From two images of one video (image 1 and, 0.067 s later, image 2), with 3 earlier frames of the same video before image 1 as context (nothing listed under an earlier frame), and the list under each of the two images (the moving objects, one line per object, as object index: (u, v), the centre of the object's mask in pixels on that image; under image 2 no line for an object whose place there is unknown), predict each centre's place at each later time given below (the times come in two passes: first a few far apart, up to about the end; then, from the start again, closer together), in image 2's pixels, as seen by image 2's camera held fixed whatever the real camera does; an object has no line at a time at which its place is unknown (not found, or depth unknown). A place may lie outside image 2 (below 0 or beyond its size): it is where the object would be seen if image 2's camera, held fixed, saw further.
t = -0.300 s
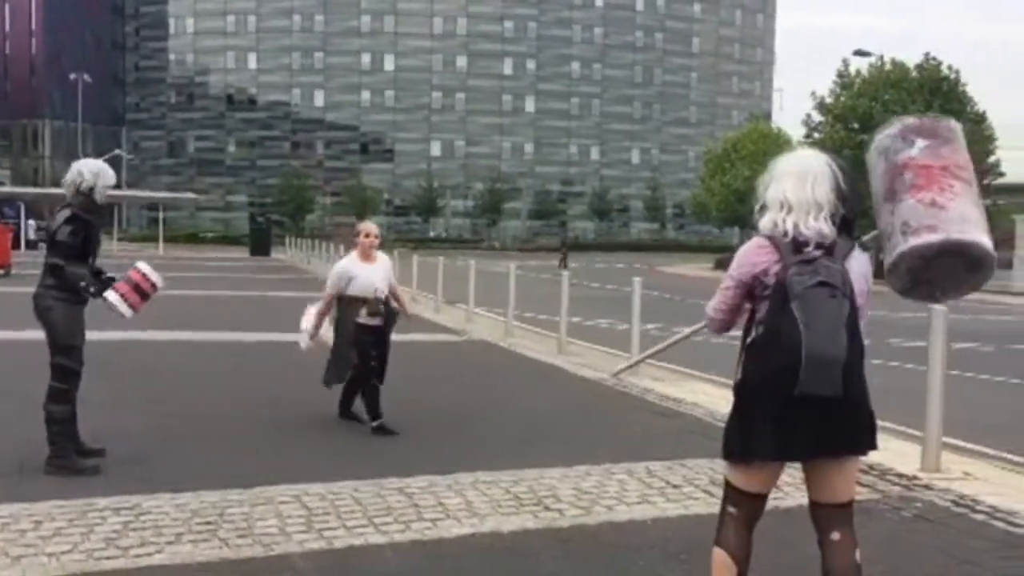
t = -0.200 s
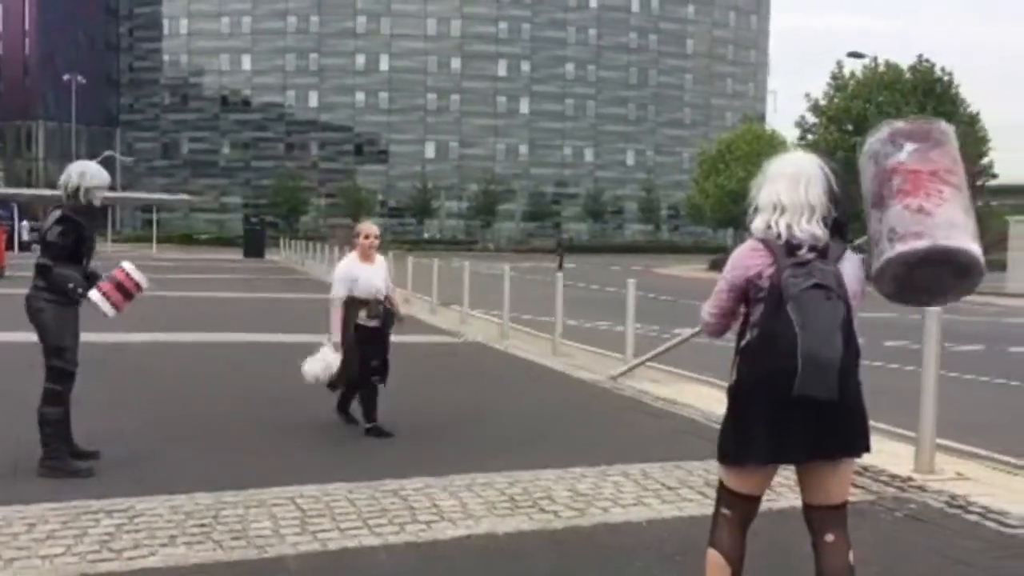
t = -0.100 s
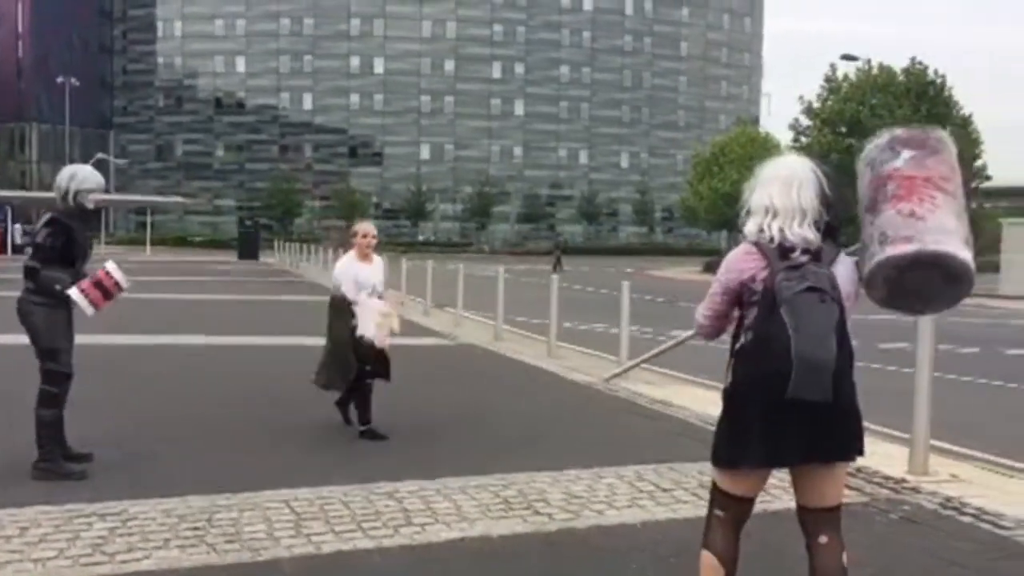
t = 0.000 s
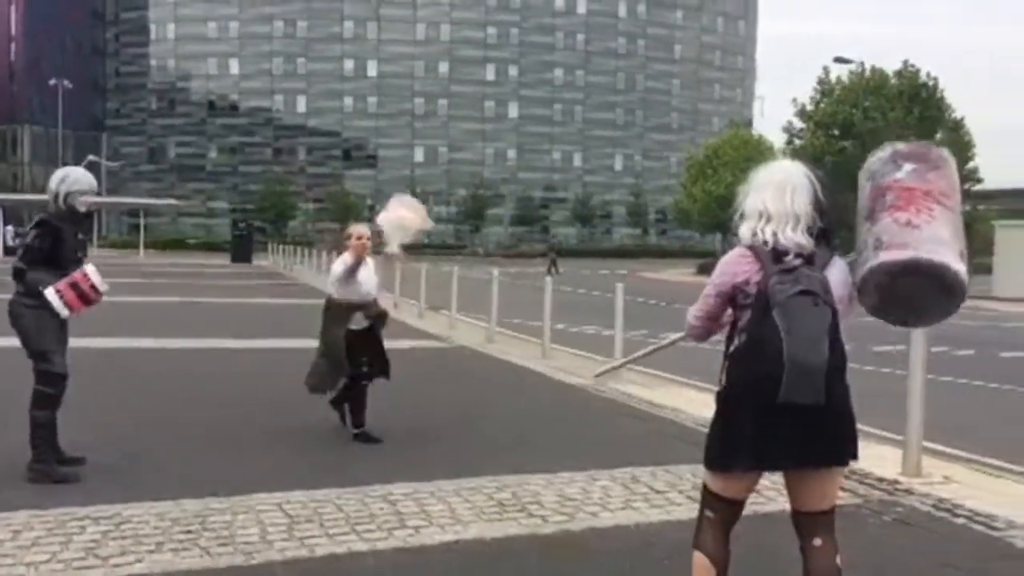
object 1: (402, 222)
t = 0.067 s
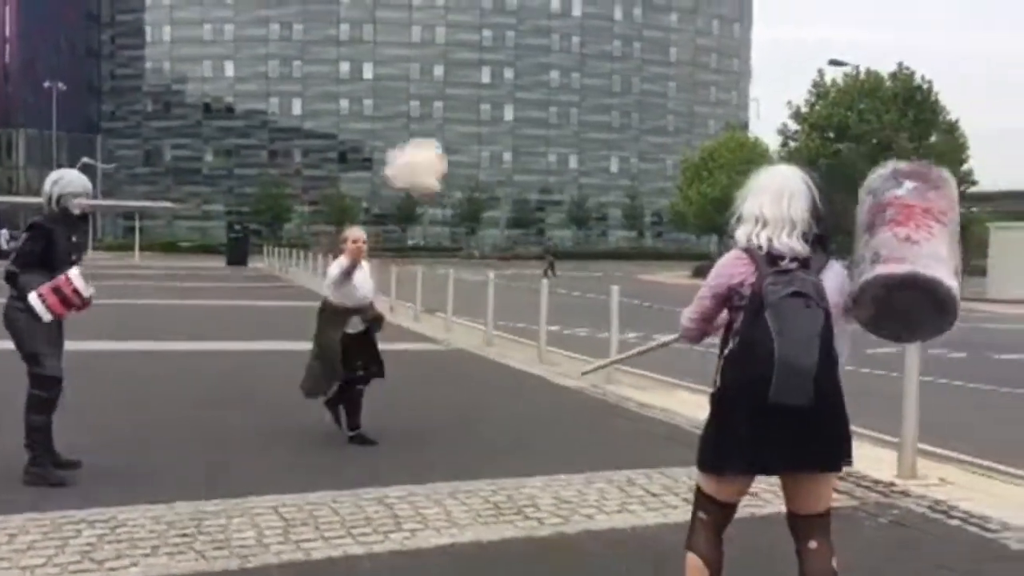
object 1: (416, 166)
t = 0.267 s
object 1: (461, 45)
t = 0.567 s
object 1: (499, 5)
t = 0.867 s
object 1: (517, 113)
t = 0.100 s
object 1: (425, 145)
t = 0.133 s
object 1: (433, 120)
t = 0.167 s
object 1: (441, 98)
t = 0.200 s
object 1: (450, 77)
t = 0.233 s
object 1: (456, 59)
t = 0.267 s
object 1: (461, 45)
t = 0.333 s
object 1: (473, 23)
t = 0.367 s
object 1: (478, 13)
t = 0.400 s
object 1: (480, 8)
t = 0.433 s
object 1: (484, 5)
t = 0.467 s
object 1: (487, 2)
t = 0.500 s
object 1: (490, 2)
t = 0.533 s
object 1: (495, 2)
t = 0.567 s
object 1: (499, 5)
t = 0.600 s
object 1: (503, 9)
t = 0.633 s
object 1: (507, 15)
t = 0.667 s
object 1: (510, 22)
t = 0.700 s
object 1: (513, 31)
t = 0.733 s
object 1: (514, 44)
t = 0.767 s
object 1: (516, 58)
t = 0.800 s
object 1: (517, 75)
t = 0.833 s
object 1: (517, 94)
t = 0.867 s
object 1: (517, 113)
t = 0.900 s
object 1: (516, 135)
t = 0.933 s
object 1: (514, 159)
